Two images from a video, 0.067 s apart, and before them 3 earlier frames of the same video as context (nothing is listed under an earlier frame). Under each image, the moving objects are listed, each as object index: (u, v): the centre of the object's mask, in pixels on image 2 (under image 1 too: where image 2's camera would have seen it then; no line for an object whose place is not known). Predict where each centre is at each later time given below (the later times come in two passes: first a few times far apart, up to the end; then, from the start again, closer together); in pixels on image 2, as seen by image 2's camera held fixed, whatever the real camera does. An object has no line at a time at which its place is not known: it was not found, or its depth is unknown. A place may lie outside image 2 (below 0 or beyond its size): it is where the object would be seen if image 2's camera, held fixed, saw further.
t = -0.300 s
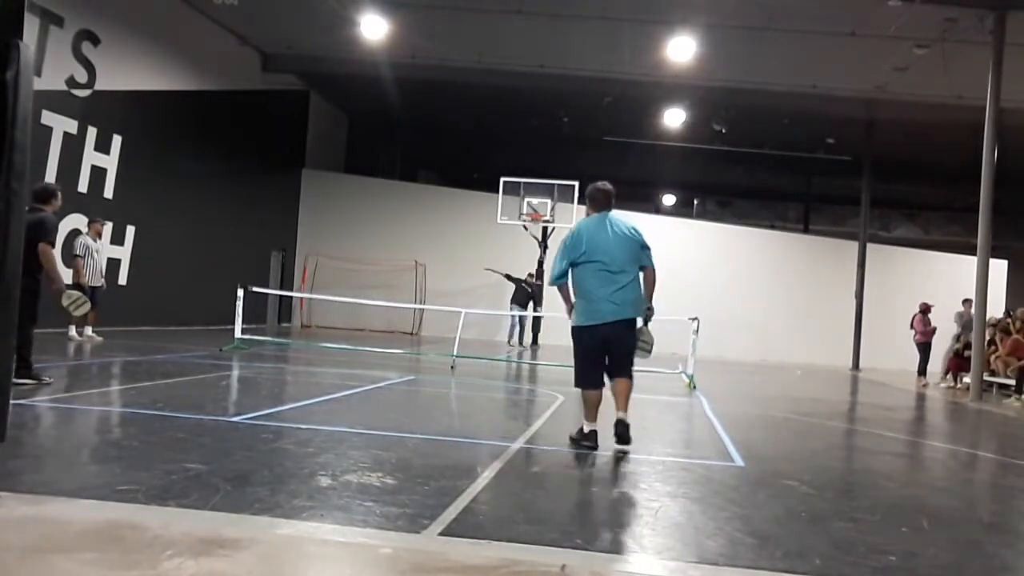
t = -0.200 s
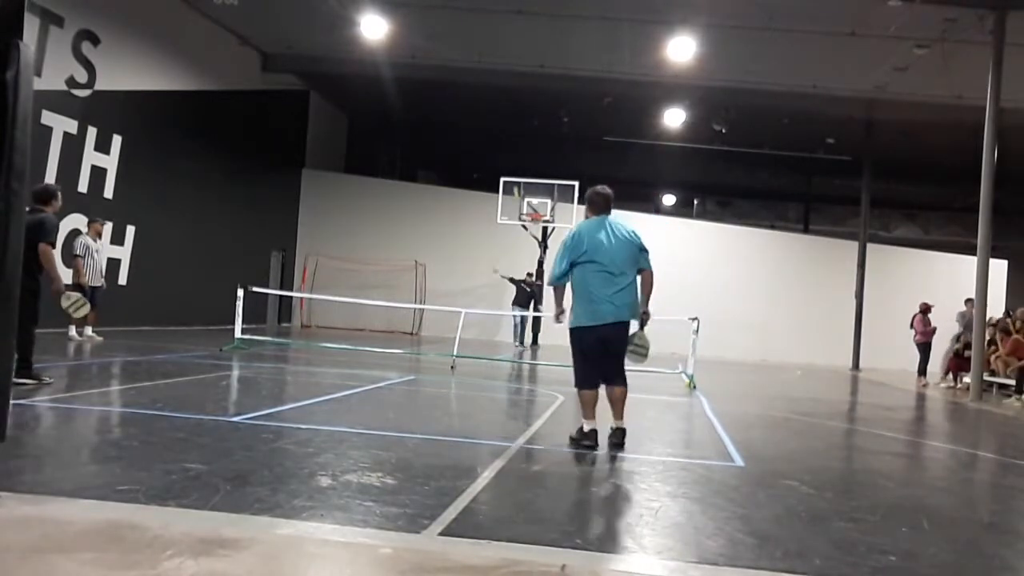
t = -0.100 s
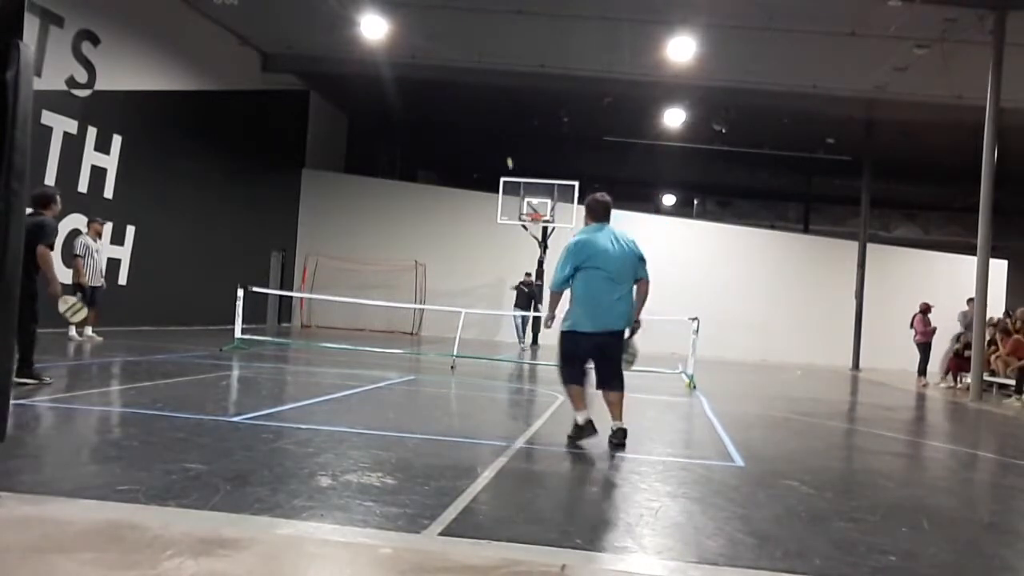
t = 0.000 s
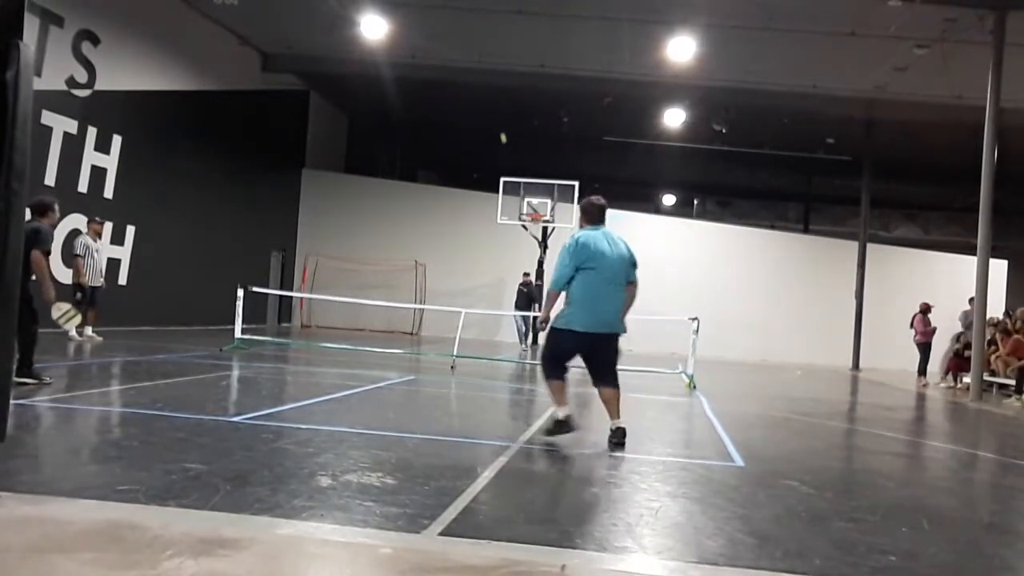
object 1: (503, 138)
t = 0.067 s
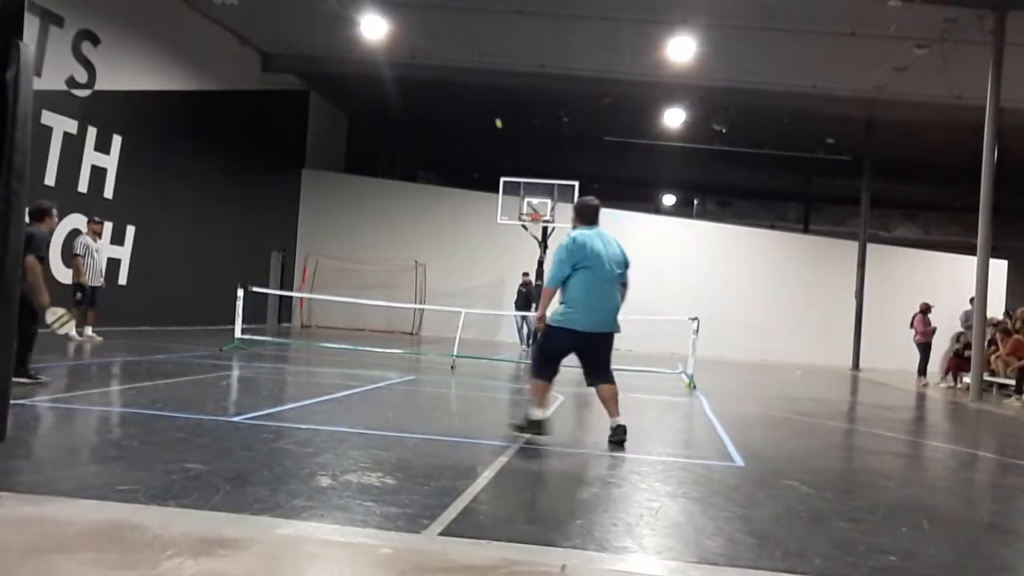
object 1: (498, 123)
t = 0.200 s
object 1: (488, 100)
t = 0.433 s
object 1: (465, 83)
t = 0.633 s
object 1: (441, 101)
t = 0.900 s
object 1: (398, 189)
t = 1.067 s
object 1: (362, 295)
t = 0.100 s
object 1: (496, 116)
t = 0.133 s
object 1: (493, 110)
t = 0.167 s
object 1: (490, 105)
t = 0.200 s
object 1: (488, 100)
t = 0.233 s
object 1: (485, 95)
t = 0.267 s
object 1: (482, 92)
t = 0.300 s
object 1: (478, 88)
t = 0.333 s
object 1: (475, 86)
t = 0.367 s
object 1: (472, 84)
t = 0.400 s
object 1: (469, 83)
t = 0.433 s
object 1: (465, 83)
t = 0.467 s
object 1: (461, 84)
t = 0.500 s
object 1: (457, 85)
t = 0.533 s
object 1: (454, 86)
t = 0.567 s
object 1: (449, 91)
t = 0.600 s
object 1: (445, 95)
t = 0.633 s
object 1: (441, 101)
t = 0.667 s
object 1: (436, 107)
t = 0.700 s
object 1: (431, 116)
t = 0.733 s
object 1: (426, 124)
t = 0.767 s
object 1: (421, 134)
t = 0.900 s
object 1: (398, 189)
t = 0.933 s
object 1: (391, 207)
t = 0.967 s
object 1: (384, 225)
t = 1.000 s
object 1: (378, 246)
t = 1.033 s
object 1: (370, 270)
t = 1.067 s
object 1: (362, 295)
